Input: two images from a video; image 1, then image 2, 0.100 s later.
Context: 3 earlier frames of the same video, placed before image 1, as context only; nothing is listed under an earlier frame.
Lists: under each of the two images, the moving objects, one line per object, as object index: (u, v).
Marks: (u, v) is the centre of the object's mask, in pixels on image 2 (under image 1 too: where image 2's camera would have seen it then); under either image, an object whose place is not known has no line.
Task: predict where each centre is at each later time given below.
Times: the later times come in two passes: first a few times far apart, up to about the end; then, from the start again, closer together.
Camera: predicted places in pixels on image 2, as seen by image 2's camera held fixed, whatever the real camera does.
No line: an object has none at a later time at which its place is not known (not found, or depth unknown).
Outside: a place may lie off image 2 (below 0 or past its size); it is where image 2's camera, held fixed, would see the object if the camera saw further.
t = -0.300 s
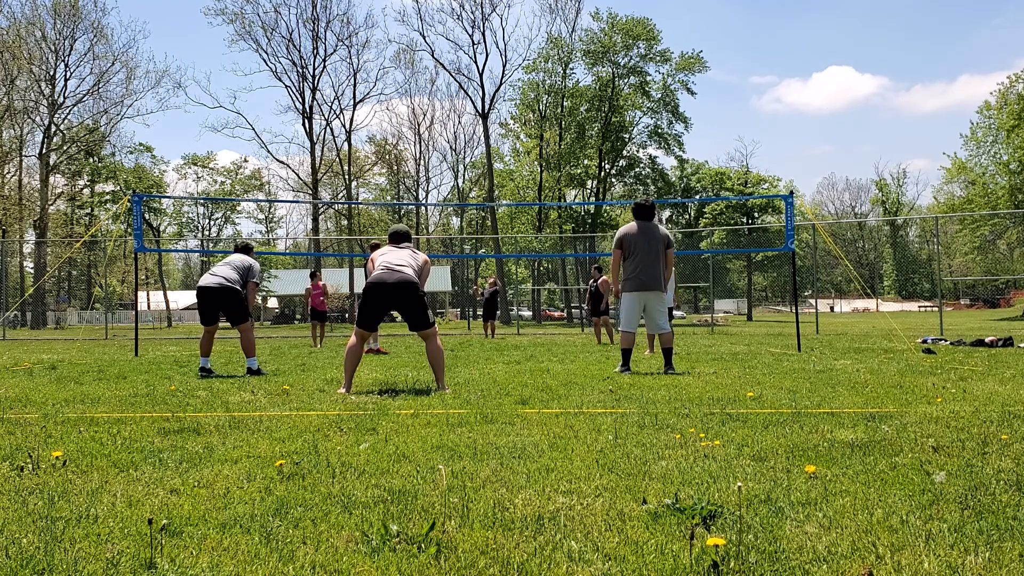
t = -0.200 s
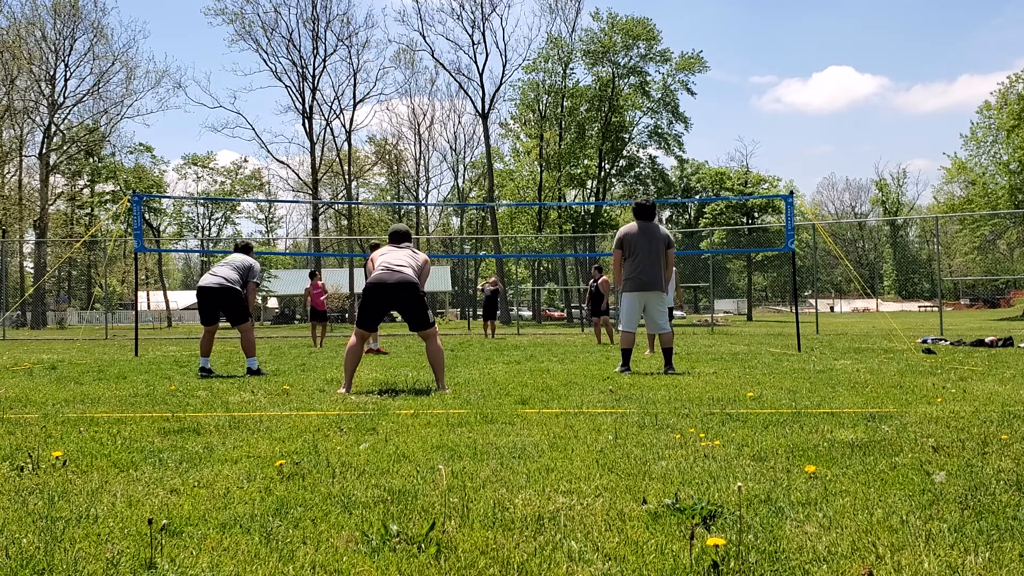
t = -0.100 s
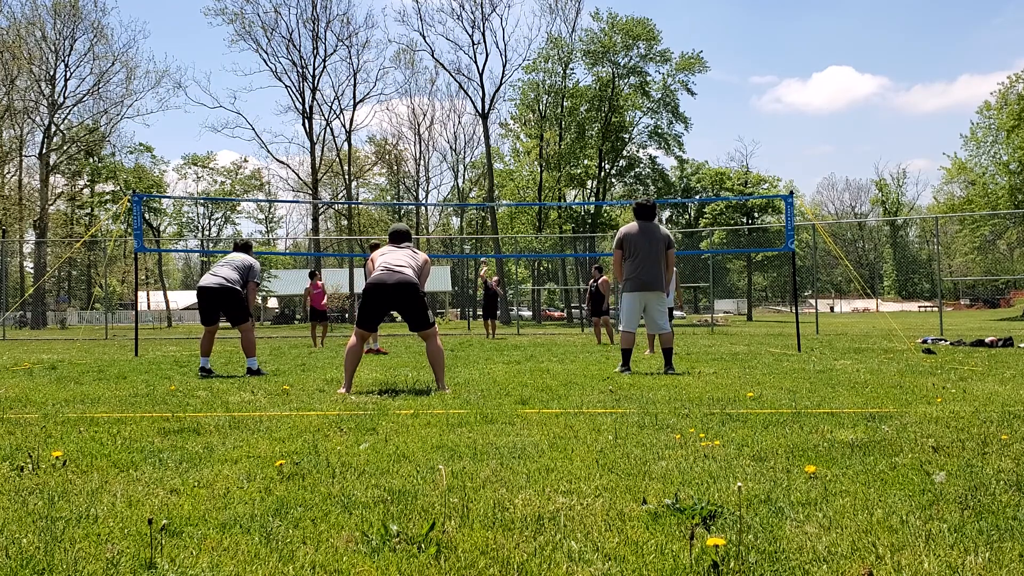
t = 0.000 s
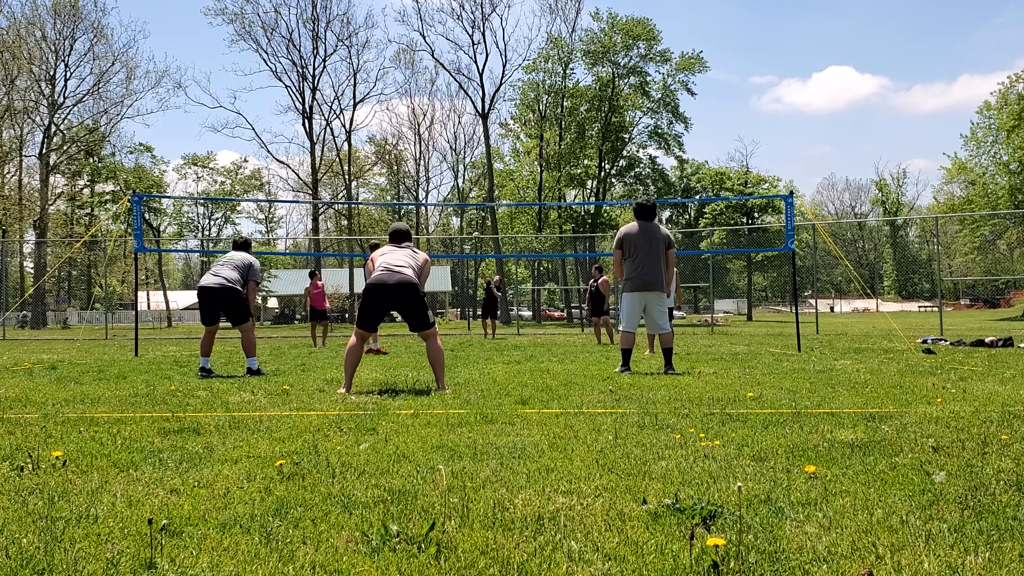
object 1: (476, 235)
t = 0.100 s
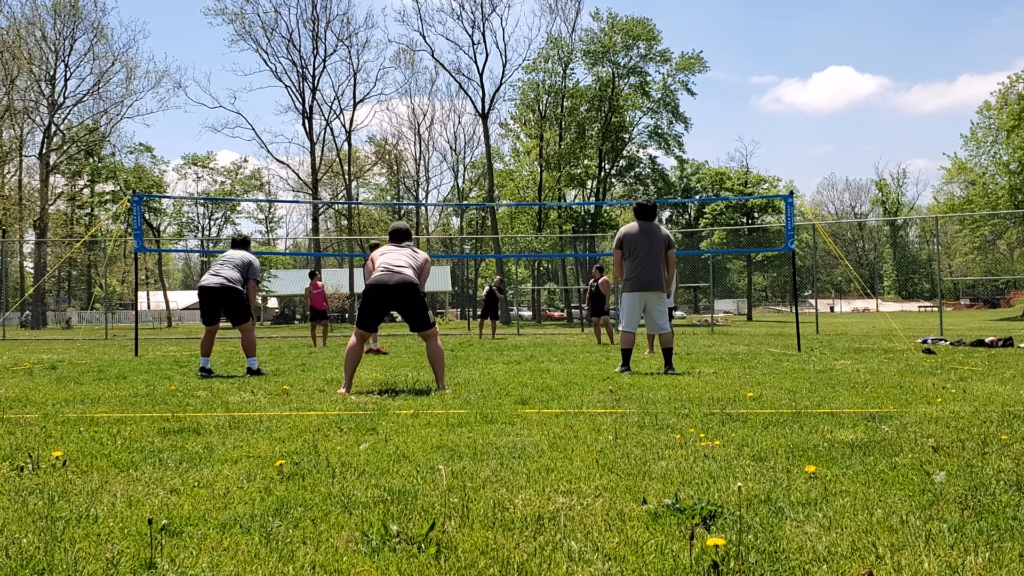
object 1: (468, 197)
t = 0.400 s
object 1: (423, 121)
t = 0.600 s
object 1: (386, 72)
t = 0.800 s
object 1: (338, 37)
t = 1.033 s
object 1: (264, 22)
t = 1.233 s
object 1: (168, 45)
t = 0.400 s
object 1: (423, 121)
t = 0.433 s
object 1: (418, 113)
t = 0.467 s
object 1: (412, 104)
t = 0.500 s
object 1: (406, 95)
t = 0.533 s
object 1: (399, 87)
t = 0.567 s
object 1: (393, 80)
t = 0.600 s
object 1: (386, 72)
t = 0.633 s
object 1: (379, 65)
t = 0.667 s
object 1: (372, 58)
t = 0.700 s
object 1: (364, 52)
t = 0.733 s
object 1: (356, 47)
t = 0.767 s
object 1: (347, 41)
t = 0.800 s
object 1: (338, 37)
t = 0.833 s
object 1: (329, 33)
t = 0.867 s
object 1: (318, 30)
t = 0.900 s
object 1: (309, 27)
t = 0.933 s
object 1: (298, 25)
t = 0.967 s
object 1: (288, 24)
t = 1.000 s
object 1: (276, 23)
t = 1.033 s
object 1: (264, 22)
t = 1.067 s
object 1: (251, 23)
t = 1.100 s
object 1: (236, 25)
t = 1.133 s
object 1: (221, 28)
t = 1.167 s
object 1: (204, 32)
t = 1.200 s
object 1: (187, 37)
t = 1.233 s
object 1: (168, 45)
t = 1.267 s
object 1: (147, 54)
